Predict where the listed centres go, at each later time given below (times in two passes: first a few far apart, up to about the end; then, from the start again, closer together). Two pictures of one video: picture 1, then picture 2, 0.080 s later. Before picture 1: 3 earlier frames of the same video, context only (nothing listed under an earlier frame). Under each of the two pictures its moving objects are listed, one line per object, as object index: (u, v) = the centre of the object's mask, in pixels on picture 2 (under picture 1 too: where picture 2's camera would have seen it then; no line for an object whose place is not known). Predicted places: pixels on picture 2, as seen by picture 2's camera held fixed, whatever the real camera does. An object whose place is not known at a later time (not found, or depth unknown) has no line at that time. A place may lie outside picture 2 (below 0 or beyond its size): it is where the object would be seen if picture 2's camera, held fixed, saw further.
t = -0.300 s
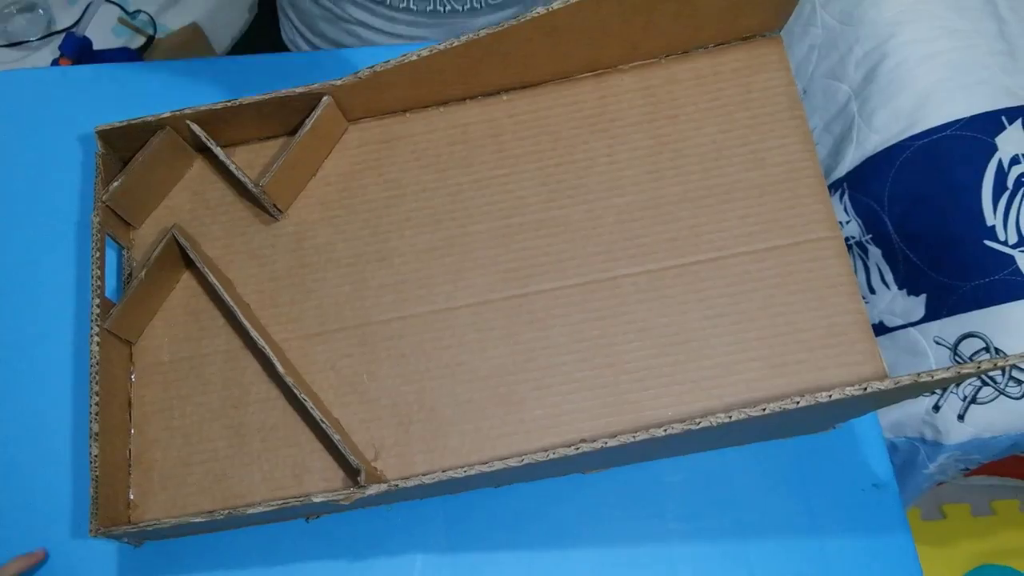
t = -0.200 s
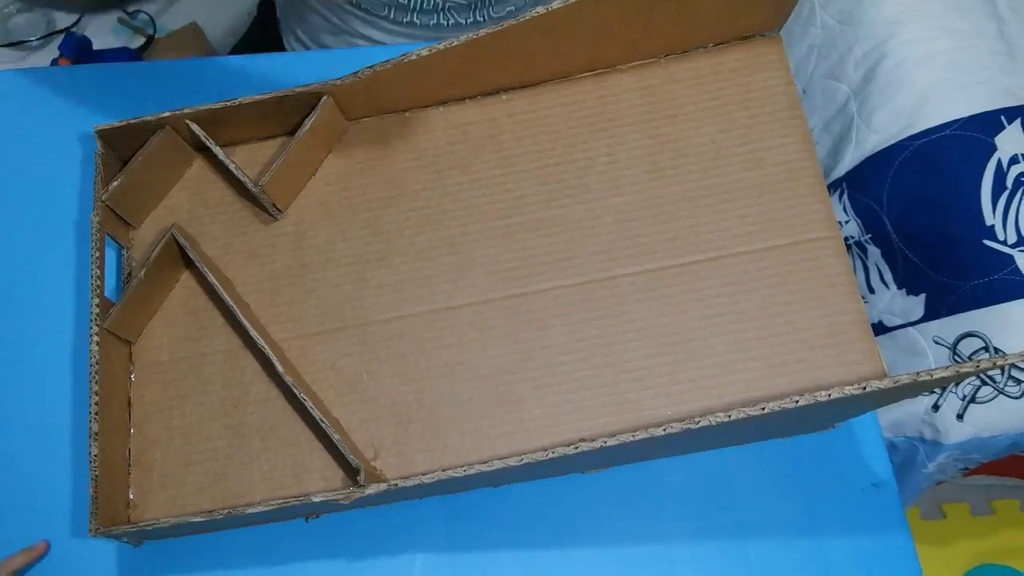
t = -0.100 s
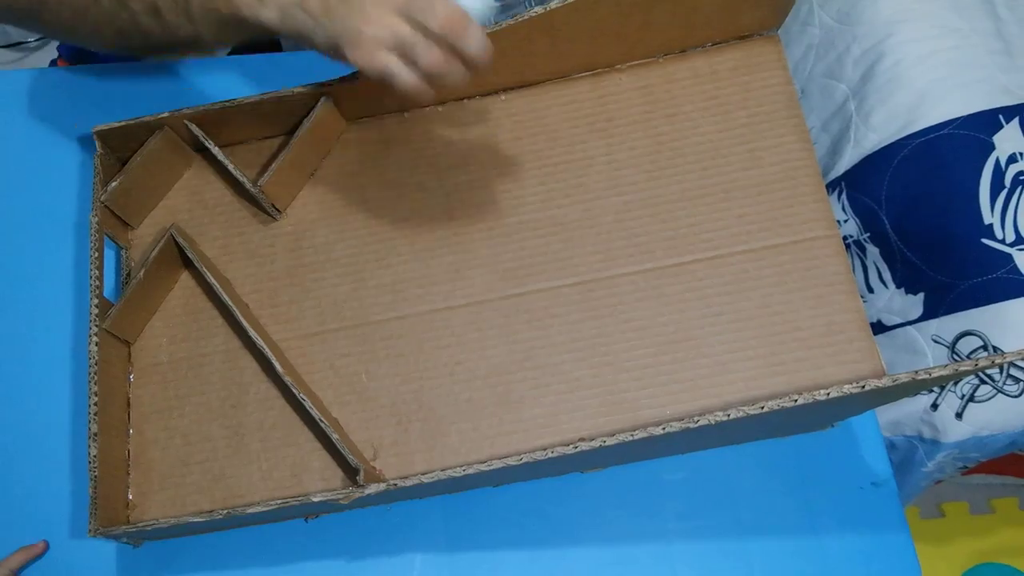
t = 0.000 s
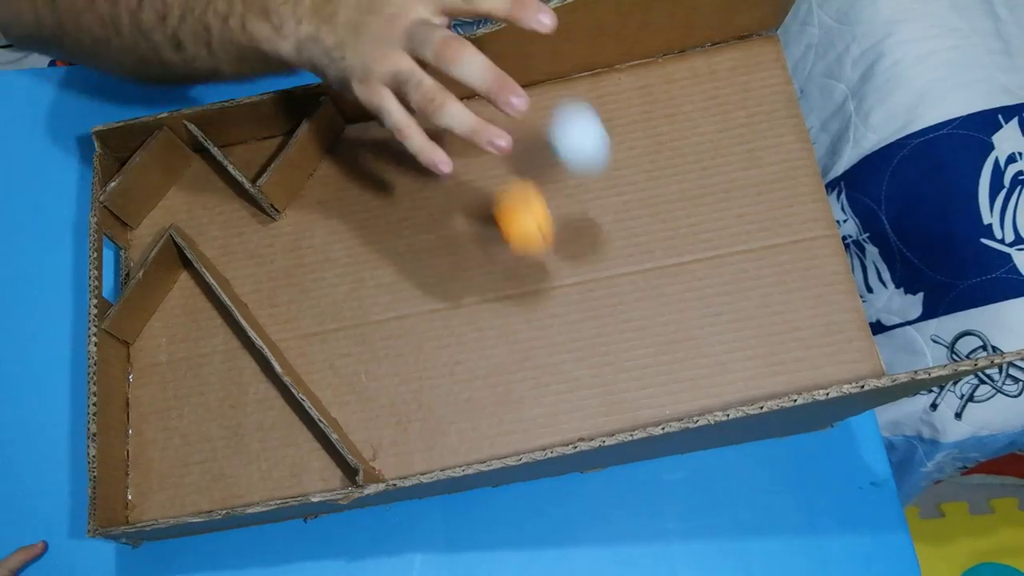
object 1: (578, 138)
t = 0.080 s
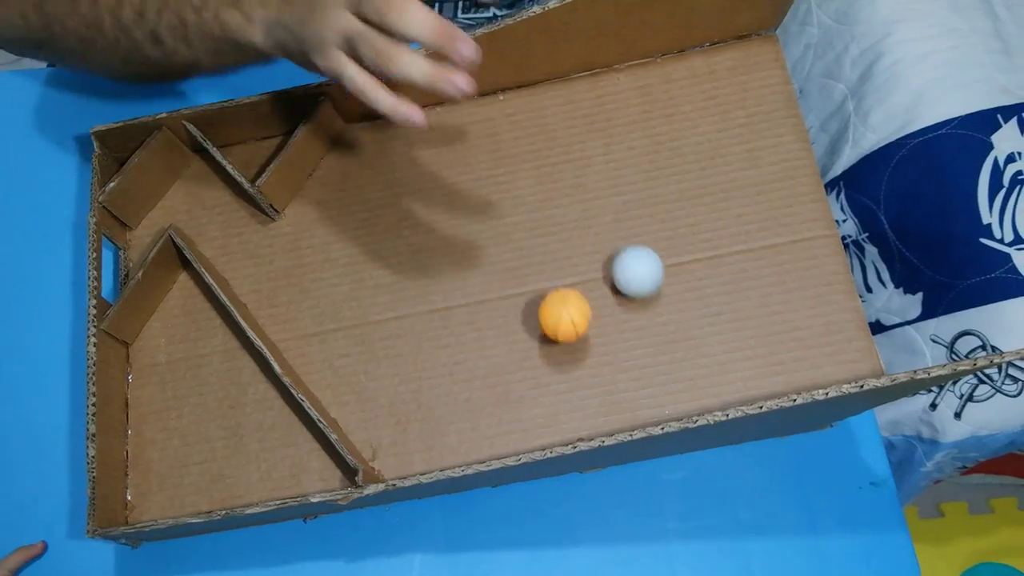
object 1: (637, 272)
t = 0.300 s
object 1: (651, 400)
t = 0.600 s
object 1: (535, 345)
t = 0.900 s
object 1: (330, 307)
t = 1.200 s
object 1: (201, 206)
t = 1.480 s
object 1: (163, 203)
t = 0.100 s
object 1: (643, 279)
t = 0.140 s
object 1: (651, 301)
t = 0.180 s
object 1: (655, 332)
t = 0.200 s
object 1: (655, 349)
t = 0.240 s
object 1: (655, 376)
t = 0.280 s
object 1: (654, 397)
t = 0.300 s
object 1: (651, 400)
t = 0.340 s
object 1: (639, 389)
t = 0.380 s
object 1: (627, 380)
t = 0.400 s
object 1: (620, 377)
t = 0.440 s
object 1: (606, 370)
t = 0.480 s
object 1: (591, 363)
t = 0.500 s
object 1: (582, 360)
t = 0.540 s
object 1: (565, 354)
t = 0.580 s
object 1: (545, 348)
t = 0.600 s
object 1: (535, 345)
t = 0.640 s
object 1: (513, 339)
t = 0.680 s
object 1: (489, 333)
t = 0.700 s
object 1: (476, 331)
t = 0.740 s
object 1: (450, 326)
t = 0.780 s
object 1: (422, 320)
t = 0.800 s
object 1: (408, 318)
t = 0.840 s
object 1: (378, 313)
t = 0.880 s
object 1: (346, 309)
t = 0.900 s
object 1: (330, 307)
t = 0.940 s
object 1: (297, 303)
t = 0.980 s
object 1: (268, 296)
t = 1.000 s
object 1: (267, 285)
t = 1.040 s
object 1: (262, 265)
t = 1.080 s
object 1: (249, 248)
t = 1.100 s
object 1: (243, 241)
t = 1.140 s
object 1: (227, 225)
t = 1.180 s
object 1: (210, 212)
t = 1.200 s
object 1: (201, 206)
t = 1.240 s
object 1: (182, 194)
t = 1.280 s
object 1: (176, 189)
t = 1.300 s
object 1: (180, 191)
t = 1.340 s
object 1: (184, 196)
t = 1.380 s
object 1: (182, 199)
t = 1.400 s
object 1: (178, 199)
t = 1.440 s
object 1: (171, 201)
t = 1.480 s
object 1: (163, 203)
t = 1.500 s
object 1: (161, 205)
